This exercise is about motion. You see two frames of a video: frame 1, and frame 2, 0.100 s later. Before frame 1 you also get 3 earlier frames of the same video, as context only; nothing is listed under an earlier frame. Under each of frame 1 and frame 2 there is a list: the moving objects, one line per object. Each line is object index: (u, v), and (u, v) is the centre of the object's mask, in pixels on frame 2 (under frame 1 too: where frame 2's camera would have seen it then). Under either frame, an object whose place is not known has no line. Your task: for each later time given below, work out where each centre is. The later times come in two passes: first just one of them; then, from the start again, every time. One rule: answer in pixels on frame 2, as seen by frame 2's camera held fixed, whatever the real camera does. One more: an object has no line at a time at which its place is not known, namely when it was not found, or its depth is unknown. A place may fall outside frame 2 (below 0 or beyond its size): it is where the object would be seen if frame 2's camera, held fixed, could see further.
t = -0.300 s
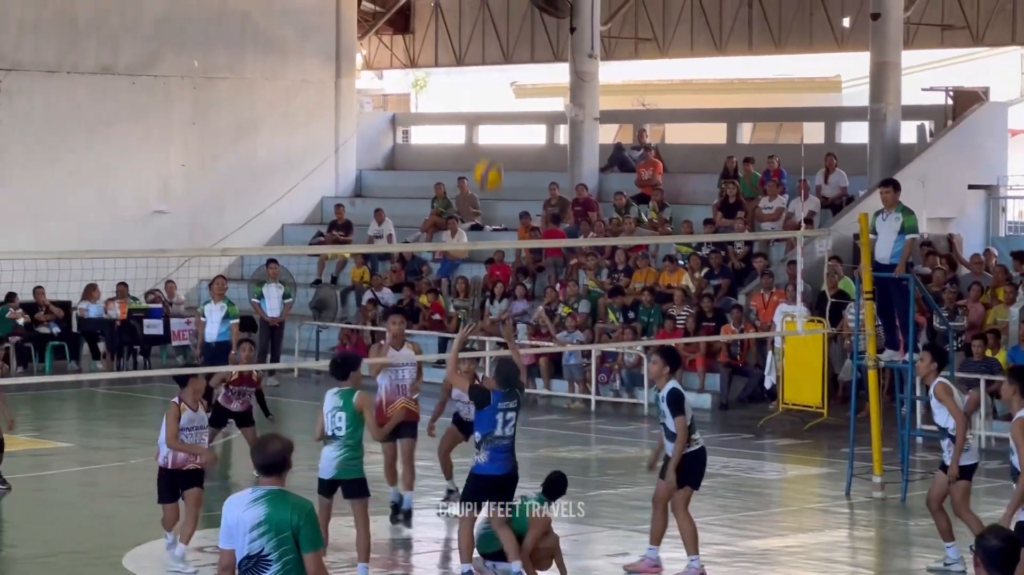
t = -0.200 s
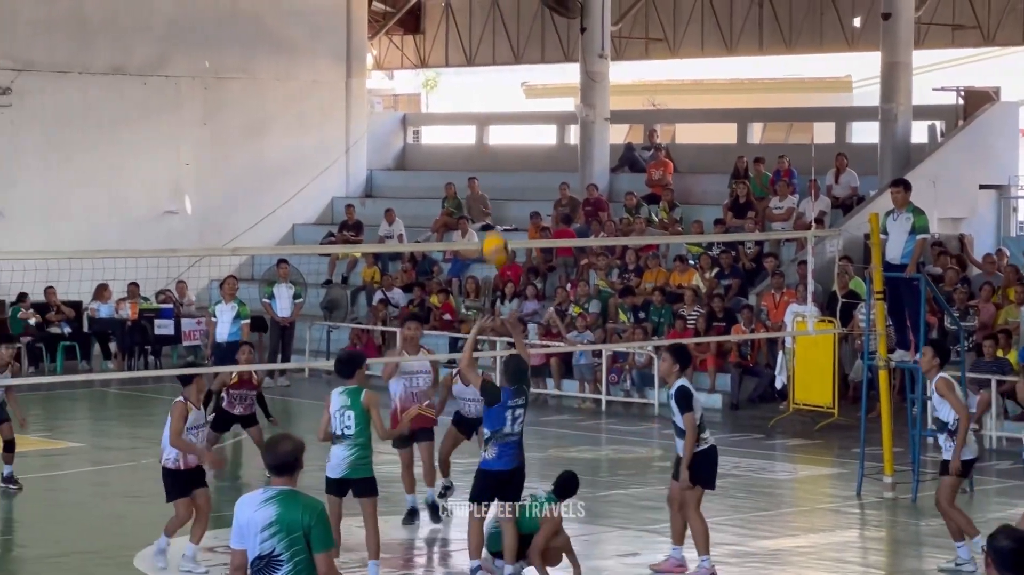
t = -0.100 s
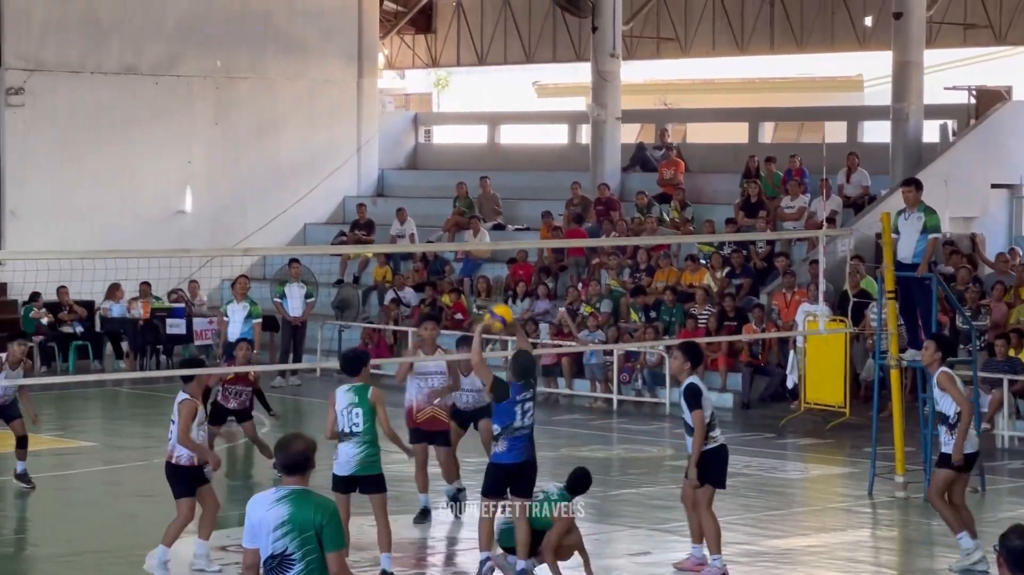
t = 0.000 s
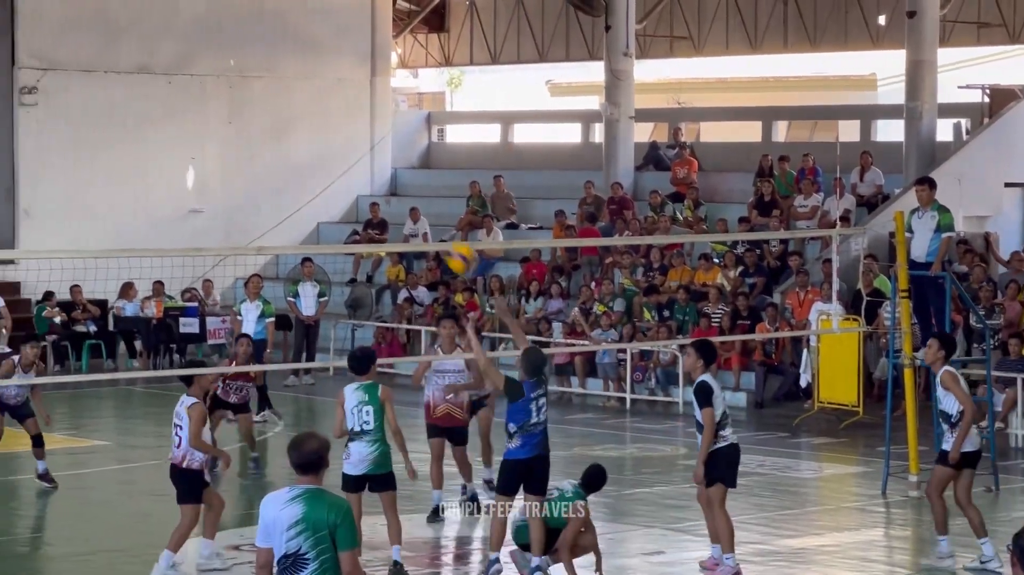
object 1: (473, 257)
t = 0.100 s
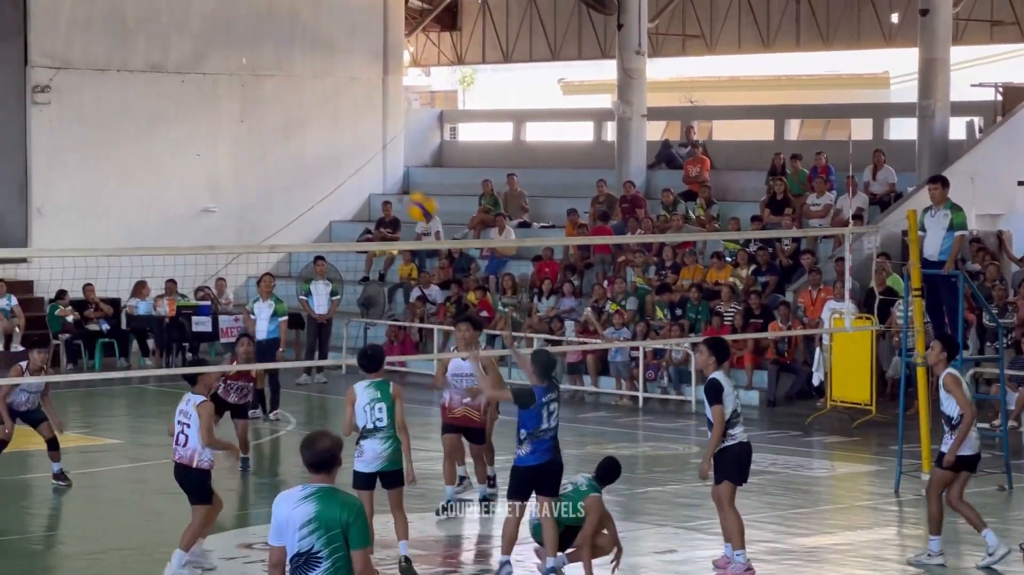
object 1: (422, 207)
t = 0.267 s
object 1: (338, 155)
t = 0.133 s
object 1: (405, 194)
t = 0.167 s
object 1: (388, 182)
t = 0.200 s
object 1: (371, 171)
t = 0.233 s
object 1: (354, 161)
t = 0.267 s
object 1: (338, 155)
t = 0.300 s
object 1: (322, 149)
